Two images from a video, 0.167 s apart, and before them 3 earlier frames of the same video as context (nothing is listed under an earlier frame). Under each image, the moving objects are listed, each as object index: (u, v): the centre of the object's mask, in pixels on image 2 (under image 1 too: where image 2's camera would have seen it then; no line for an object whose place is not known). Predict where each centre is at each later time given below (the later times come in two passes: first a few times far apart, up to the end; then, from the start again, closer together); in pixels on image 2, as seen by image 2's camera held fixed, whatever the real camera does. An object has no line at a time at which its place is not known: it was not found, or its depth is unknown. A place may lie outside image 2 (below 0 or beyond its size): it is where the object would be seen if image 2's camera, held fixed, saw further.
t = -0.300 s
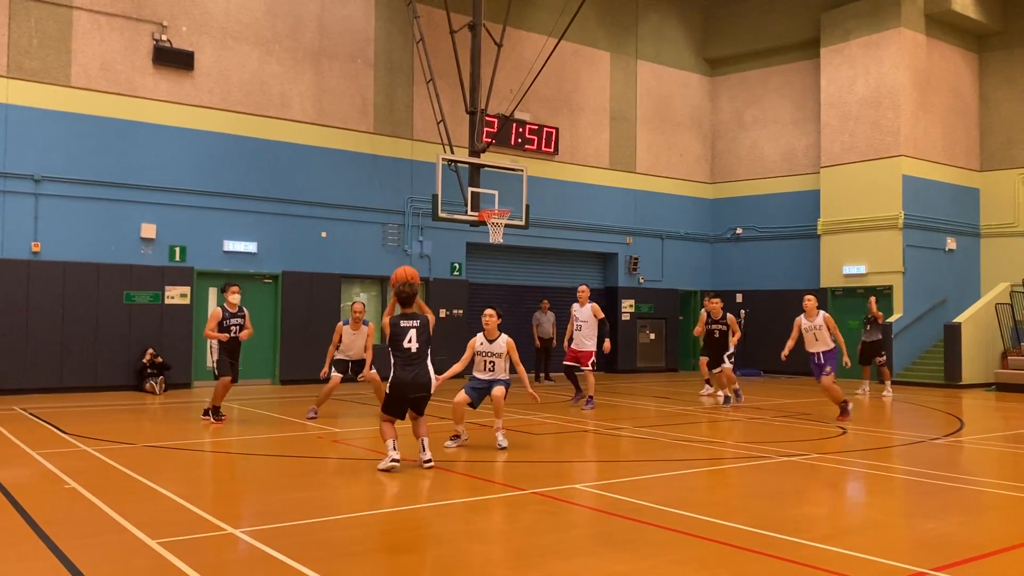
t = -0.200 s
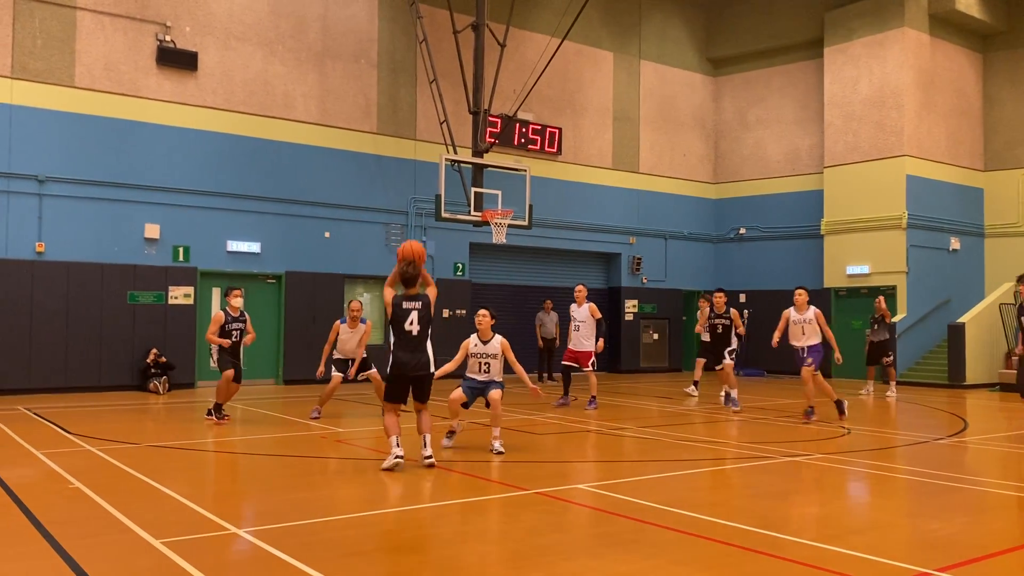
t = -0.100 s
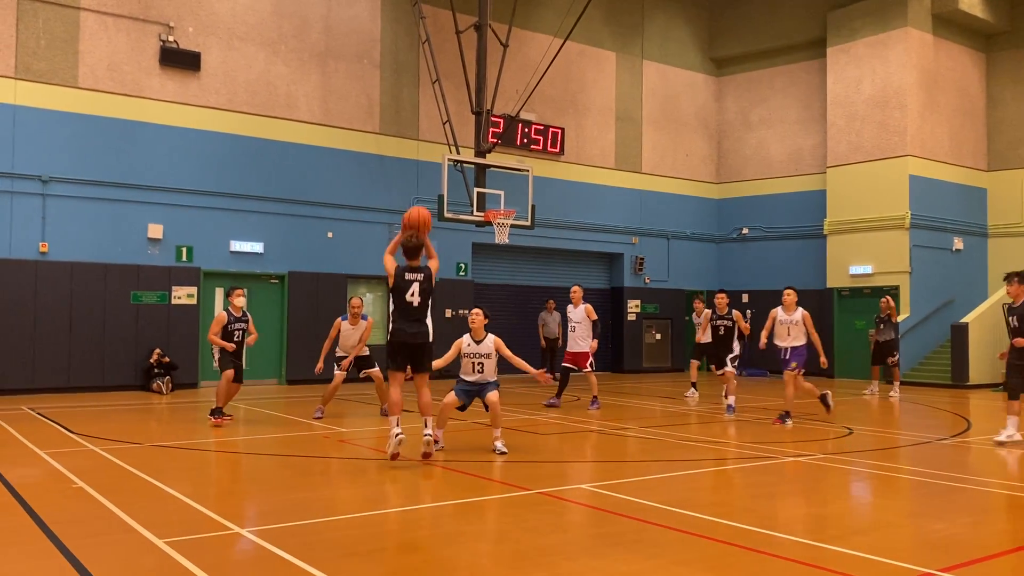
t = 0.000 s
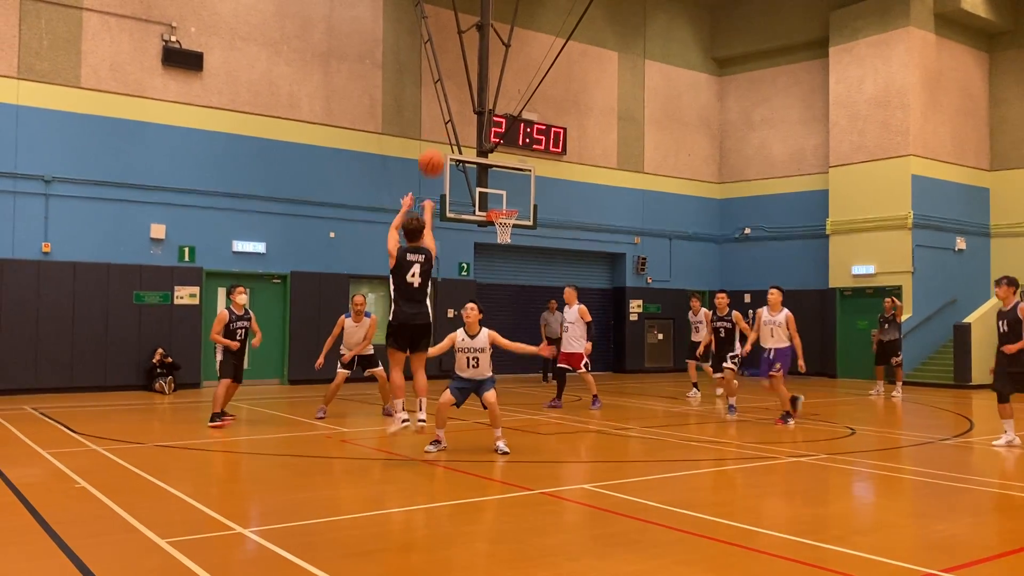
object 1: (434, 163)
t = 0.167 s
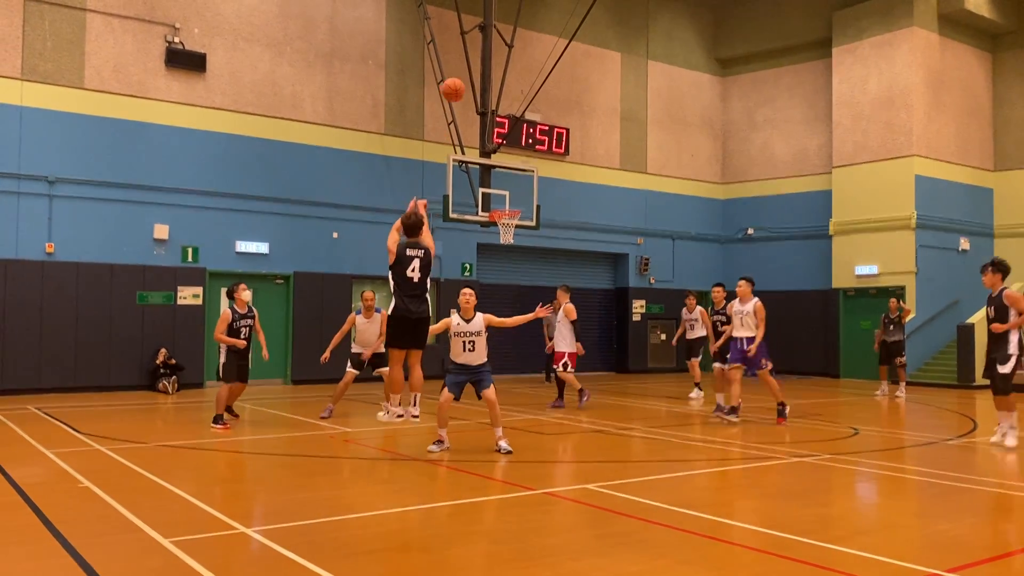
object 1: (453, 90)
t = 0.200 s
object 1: (457, 79)
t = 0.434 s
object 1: (476, 45)
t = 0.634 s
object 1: (489, 54)
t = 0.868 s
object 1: (502, 97)
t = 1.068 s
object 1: (509, 151)
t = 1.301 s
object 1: (500, 206)
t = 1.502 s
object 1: (539, 186)
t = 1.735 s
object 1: (585, 190)
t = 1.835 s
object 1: (606, 202)
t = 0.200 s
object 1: (457, 79)
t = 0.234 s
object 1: (459, 71)
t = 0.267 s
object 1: (462, 64)
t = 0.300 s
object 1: (465, 58)
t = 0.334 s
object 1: (468, 53)
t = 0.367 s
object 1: (471, 50)
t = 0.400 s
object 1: (474, 47)
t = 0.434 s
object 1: (476, 45)
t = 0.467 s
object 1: (479, 45)
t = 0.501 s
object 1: (481, 45)
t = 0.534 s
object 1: (483, 46)
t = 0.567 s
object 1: (485, 48)
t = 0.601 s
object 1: (488, 50)
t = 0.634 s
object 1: (489, 54)
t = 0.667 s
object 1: (491, 58)
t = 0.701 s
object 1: (493, 63)
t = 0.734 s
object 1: (495, 69)
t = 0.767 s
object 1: (497, 75)
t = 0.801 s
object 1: (498, 81)
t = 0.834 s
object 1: (500, 89)
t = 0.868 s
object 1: (502, 97)
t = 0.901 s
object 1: (502, 104)
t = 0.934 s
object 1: (504, 113)
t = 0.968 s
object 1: (505, 122)
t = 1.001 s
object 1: (507, 132)
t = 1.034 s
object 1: (508, 141)
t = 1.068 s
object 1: (509, 151)
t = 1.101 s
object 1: (510, 162)
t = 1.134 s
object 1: (511, 174)
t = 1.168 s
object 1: (512, 185)
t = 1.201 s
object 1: (512, 197)
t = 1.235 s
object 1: (514, 207)
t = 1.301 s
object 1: (500, 206)
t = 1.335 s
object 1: (506, 203)
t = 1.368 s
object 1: (513, 199)
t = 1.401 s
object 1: (519, 195)
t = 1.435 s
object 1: (526, 192)
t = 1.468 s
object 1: (533, 189)
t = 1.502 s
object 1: (539, 186)
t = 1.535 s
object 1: (546, 185)
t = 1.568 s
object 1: (552, 184)
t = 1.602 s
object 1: (558, 184)
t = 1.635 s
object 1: (565, 185)
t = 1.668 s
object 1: (572, 186)
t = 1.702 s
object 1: (578, 188)
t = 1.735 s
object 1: (585, 190)
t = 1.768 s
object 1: (593, 194)
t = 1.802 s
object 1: (599, 197)
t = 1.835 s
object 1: (606, 202)
